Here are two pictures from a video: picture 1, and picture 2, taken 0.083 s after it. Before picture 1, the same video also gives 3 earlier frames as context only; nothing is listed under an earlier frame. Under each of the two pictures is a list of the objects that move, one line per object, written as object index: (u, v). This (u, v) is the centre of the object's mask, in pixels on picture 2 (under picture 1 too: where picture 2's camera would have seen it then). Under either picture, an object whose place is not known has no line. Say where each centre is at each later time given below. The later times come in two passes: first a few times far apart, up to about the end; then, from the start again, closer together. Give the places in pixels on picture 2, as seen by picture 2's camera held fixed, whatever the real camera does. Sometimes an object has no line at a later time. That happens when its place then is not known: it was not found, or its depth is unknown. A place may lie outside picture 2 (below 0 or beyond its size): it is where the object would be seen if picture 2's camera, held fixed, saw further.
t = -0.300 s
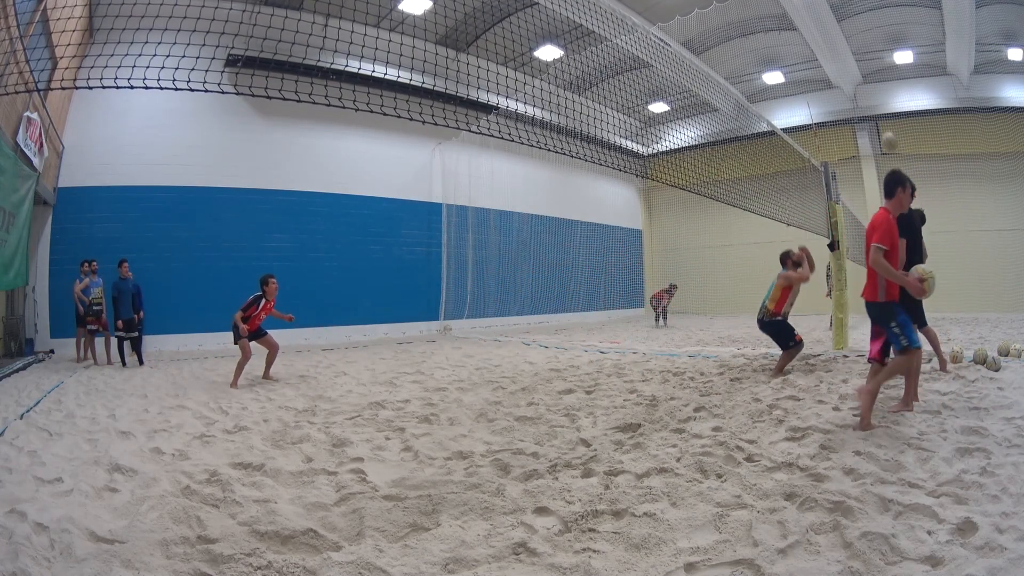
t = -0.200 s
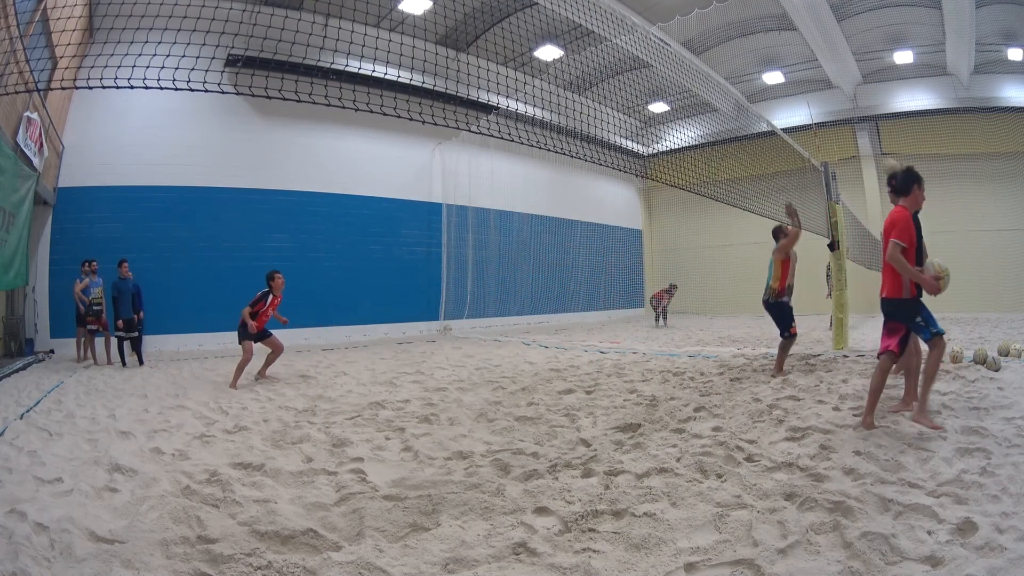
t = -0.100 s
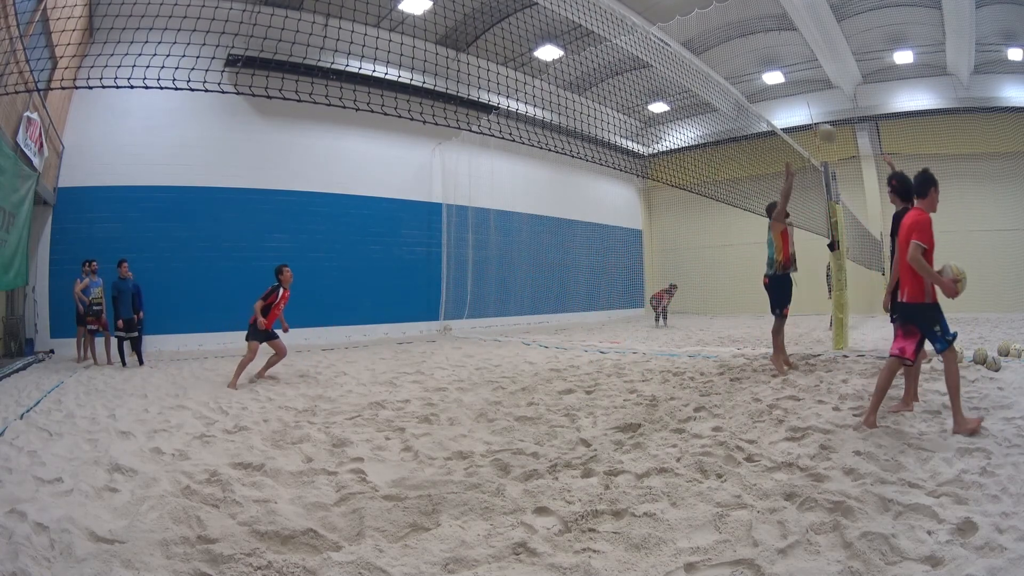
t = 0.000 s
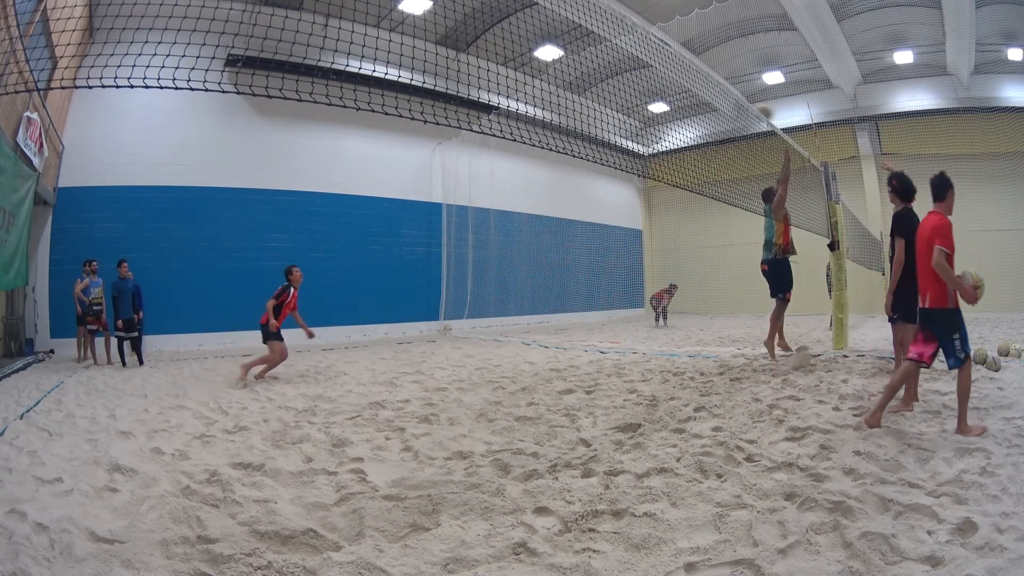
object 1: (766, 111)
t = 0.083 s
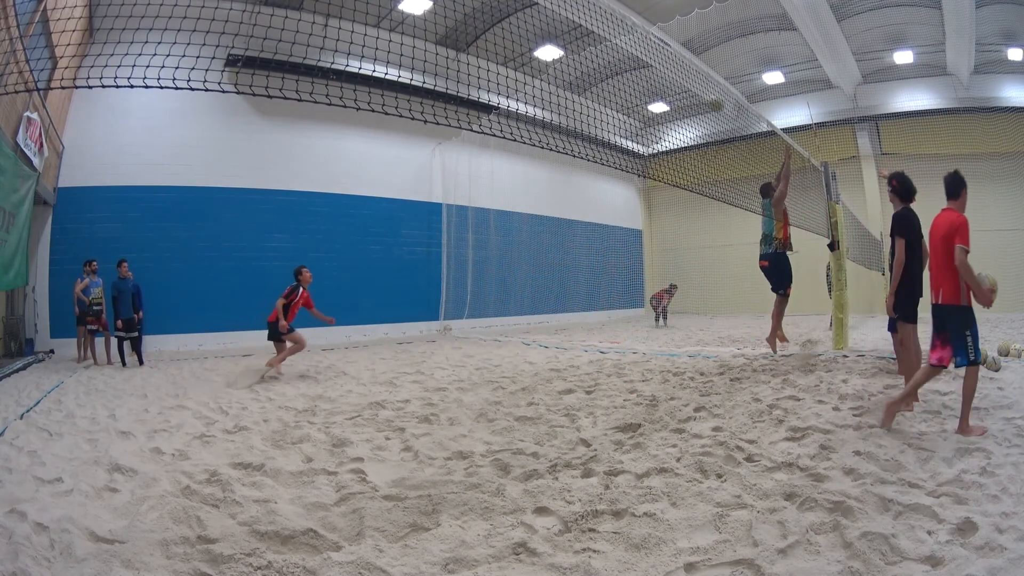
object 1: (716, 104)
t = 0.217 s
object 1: (647, 102)
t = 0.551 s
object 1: (517, 163)
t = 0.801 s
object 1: (452, 236)
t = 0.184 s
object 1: (664, 103)
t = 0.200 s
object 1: (654, 104)
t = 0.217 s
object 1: (647, 102)
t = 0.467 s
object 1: (544, 142)
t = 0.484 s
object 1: (539, 149)
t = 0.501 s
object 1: (533, 152)
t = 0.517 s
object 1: (527, 154)
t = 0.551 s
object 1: (517, 163)
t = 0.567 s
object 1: (512, 167)
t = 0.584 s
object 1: (507, 171)
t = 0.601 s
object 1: (502, 176)
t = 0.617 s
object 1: (498, 180)
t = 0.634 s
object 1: (493, 185)
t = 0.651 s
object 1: (489, 189)
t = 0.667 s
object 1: (484, 194)
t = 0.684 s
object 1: (480, 198)
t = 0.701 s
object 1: (475, 204)
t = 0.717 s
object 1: (471, 210)
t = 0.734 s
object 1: (468, 214)
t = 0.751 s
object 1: (464, 219)
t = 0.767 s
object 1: (459, 225)
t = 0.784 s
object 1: (456, 230)
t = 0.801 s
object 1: (452, 236)
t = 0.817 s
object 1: (448, 241)
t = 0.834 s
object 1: (445, 248)
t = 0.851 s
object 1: (441, 253)
